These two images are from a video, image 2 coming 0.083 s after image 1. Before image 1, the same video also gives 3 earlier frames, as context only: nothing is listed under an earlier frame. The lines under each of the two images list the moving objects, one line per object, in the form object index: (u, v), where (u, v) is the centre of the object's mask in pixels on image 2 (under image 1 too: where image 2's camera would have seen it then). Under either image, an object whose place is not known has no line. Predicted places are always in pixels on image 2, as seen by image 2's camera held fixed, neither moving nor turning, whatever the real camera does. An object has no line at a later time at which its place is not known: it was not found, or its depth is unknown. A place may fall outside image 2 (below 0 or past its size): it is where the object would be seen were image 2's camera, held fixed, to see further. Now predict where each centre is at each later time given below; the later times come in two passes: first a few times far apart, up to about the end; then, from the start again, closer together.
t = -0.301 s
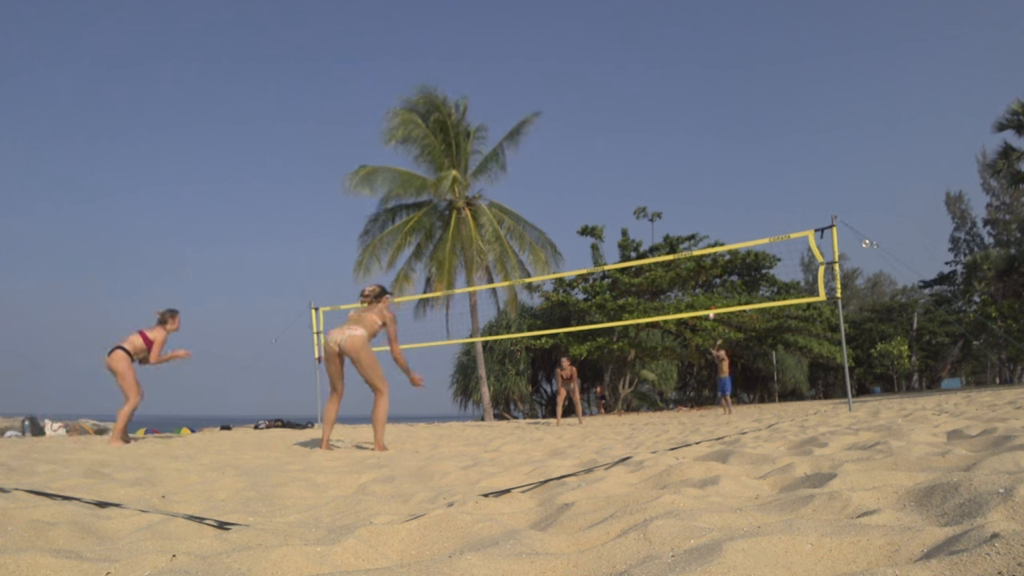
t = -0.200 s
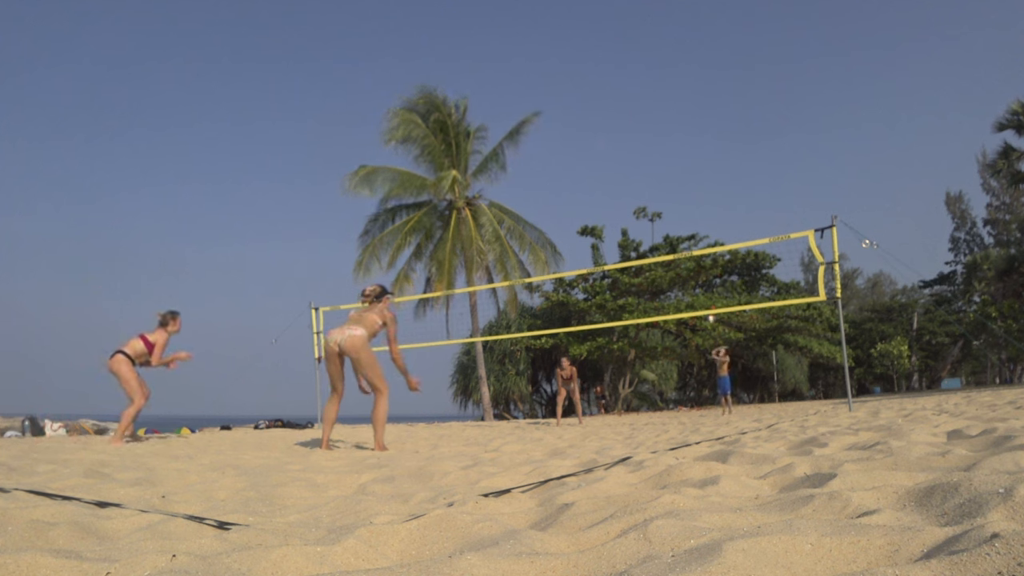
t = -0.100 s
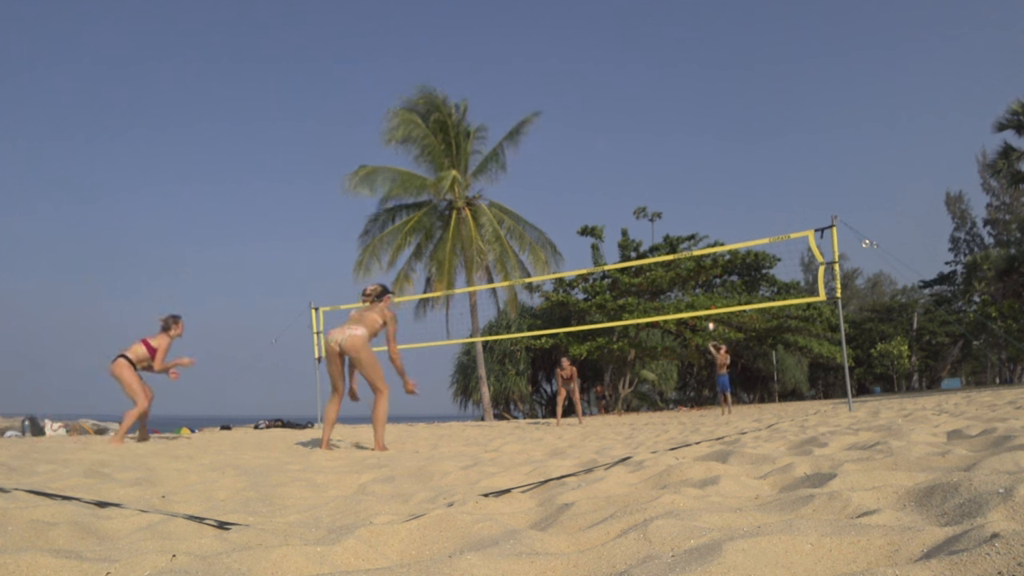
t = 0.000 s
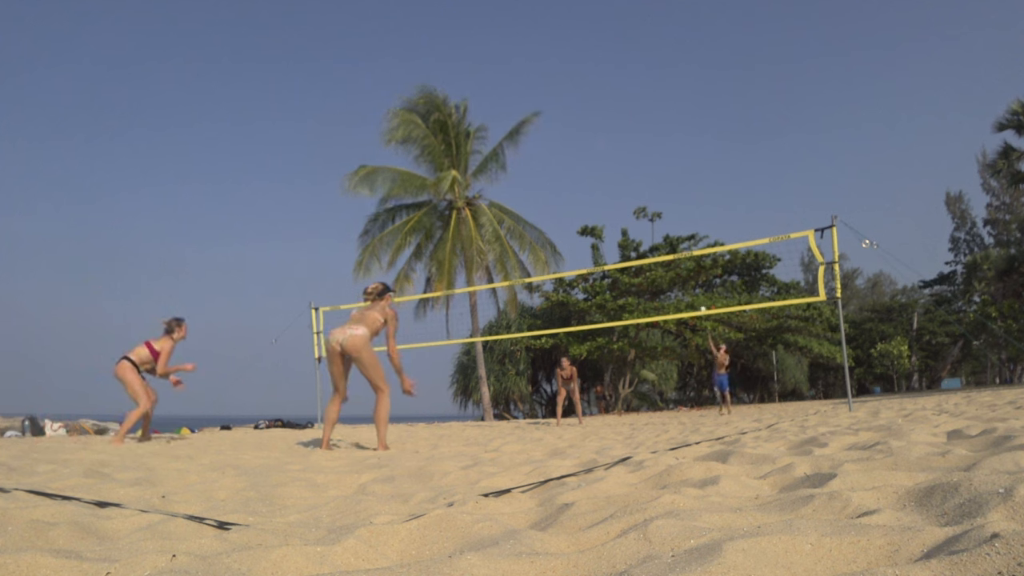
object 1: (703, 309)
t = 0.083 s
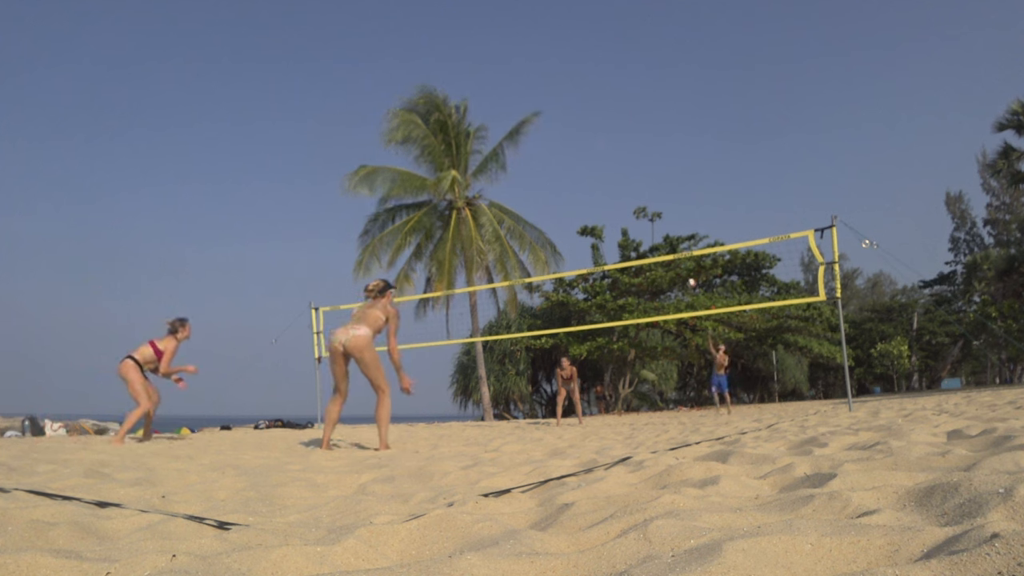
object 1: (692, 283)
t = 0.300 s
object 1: (657, 218)
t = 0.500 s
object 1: (621, 171)
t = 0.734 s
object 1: (571, 134)
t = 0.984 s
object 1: (508, 115)
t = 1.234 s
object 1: (429, 132)
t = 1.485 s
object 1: (324, 198)
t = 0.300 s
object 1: (657, 218)
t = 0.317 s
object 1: (655, 215)
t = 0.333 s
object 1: (652, 211)
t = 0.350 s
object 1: (649, 206)
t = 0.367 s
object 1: (646, 202)
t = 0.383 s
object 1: (643, 198)
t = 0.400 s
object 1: (640, 194)
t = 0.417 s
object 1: (637, 190)
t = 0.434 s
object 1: (634, 186)
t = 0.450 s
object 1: (630, 182)
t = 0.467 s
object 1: (627, 179)
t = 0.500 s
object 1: (621, 171)
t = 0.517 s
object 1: (618, 168)
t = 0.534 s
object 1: (614, 165)
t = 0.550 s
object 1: (611, 161)
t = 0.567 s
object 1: (607, 158)
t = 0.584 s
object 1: (604, 155)
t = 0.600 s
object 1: (601, 153)
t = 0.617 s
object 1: (597, 150)
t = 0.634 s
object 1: (594, 147)
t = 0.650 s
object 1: (590, 145)
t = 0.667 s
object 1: (587, 142)
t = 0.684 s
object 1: (583, 140)
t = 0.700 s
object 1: (579, 137)
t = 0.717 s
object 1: (575, 135)
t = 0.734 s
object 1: (571, 134)
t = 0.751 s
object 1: (568, 132)
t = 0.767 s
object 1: (564, 129)
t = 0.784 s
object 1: (560, 127)
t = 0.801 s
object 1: (556, 126)
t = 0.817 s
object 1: (552, 124)
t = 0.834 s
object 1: (548, 123)
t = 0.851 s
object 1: (544, 121)
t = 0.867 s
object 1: (539, 120)
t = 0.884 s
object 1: (535, 119)
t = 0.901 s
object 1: (531, 118)
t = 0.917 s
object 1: (527, 117)
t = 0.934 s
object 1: (522, 116)
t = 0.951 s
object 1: (517, 116)
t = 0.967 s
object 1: (512, 116)
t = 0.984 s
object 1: (508, 115)
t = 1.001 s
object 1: (503, 115)
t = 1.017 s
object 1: (498, 115)
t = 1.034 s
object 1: (494, 115)
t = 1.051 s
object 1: (489, 116)
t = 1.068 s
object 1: (484, 116)
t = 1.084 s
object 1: (479, 117)
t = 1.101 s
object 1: (473, 118)
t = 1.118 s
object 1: (468, 119)
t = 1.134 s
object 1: (463, 120)
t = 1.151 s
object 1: (457, 121)
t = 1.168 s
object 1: (451, 123)
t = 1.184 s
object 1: (446, 125)
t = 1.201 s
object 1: (440, 127)
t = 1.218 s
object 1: (435, 129)
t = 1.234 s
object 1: (429, 132)
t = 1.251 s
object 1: (423, 134)
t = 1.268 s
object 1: (417, 137)
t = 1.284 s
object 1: (410, 140)
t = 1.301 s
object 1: (404, 143)
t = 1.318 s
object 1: (398, 147)
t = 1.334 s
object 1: (391, 151)
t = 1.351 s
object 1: (384, 155)
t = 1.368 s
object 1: (378, 159)
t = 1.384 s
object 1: (370, 164)
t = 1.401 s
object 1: (363, 169)
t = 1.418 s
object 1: (356, 174)
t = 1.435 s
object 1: (348, 180)
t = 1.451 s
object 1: (340, 186)
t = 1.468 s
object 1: (332, 192)
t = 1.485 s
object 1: (324, 198)
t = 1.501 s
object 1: (316, 205)
